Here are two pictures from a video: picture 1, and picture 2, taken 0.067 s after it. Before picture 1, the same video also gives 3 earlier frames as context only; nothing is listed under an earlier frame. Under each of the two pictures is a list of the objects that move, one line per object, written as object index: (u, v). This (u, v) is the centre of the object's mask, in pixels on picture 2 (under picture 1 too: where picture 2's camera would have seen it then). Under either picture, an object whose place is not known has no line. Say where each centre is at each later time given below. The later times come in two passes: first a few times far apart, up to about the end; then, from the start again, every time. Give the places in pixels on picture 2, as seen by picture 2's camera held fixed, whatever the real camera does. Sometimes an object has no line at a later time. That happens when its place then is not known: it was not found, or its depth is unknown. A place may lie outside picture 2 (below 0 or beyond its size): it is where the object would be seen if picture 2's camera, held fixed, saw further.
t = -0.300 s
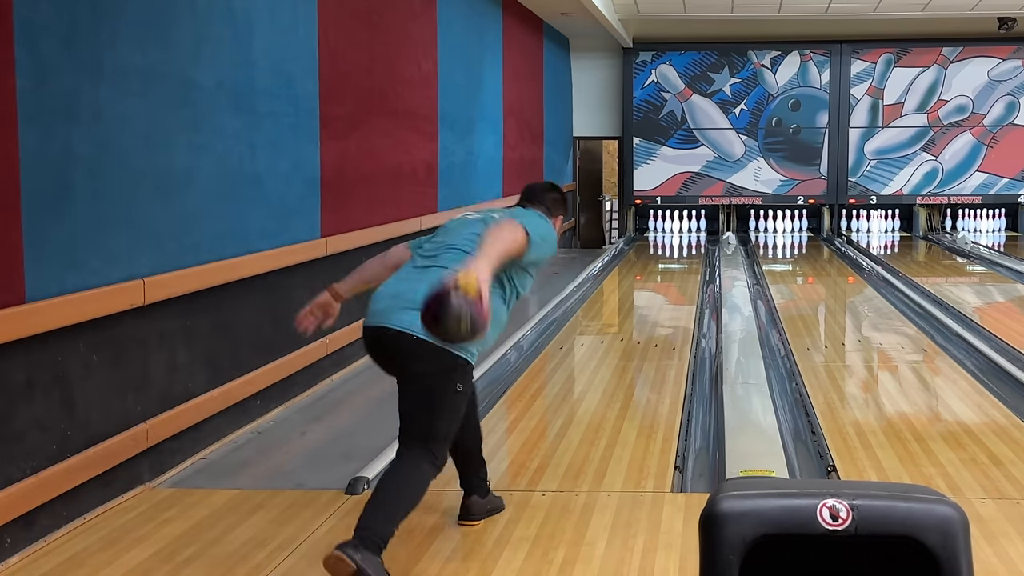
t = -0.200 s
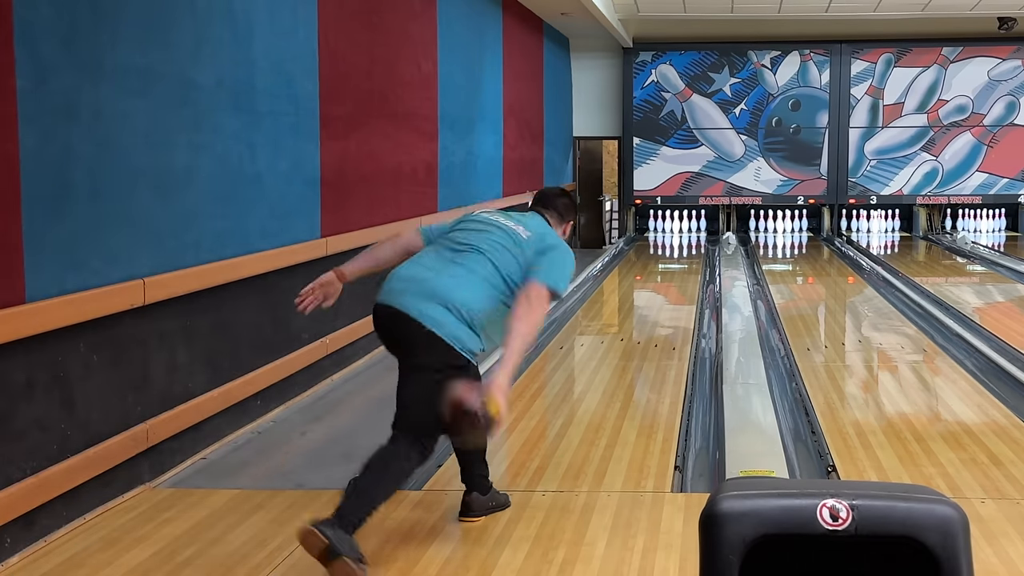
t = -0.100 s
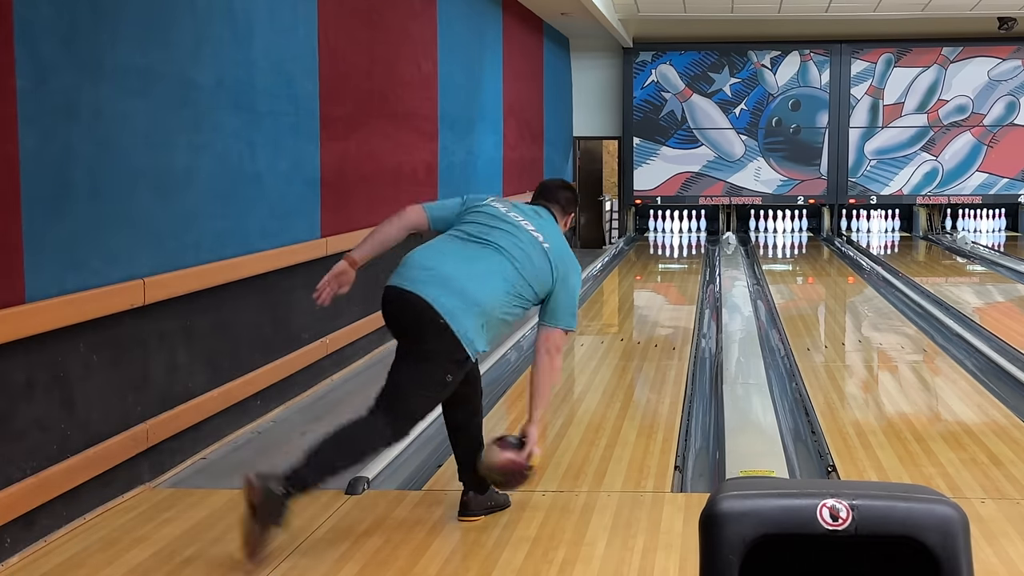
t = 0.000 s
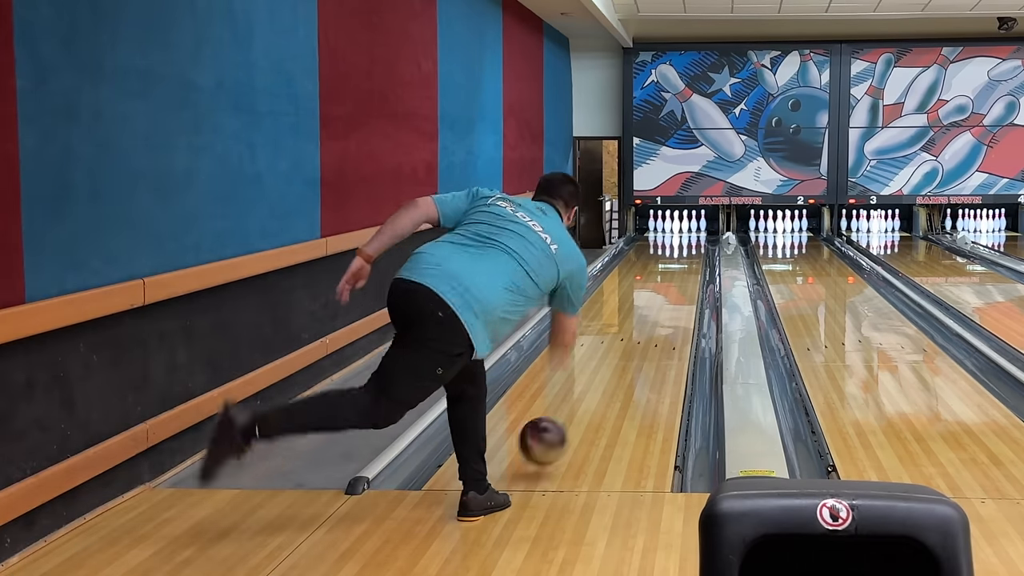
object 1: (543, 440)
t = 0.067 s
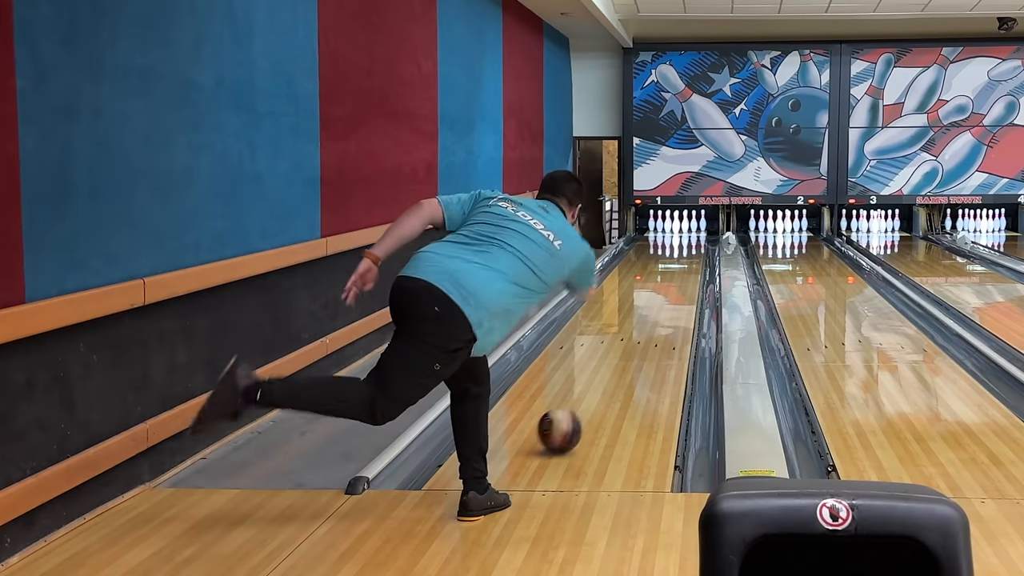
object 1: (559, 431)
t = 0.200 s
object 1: (585, 395)
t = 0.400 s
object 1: (615, 356)
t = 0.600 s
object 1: (635, 328)
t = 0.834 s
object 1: (652, 303)
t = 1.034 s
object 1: (663, 287)
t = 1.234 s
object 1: (671, 274)
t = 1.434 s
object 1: (677, 264)
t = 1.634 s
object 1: (683, 255)
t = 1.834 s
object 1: (686, 248)
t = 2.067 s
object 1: (687, 240)
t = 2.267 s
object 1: (685, 236)
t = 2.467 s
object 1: (682, 231)
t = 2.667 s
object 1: (677, 227)
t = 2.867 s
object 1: (670, 225)
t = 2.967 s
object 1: (670, 225)
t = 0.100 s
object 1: (567, 421)
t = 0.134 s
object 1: (573, 412)
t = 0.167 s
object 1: (580, 403)
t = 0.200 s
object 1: (585, 395)
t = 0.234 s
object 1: (592, 388)
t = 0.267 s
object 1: (597, 380)
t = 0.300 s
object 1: (602, 373)
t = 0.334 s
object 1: (606, 367)
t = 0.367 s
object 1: (610, 361)
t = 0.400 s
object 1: (615, 356)
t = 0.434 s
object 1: (618, 350)
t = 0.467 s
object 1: (622, 345)
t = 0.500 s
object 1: (628, 343)
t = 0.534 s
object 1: (629, 336)
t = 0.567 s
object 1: (631, 332)
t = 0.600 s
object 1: (635, 328)
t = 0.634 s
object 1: (638, 324)
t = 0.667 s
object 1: (640, 320)
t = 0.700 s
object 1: (643, 316)
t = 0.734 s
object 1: (645, 312)
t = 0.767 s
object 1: (648, 309)
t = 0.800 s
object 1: (650, 306)
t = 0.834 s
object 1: (652, 303)
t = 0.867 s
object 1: (654, 300)
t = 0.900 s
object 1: (656, 297)
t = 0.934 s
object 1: (658, 294)
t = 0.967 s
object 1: (660, 292)
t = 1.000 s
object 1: (661, 289)
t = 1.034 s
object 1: (663, 287)
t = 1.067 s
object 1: (664, 285)
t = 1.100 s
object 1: (666, 282)
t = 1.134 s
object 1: (667, 280)
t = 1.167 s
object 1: (669, 278)
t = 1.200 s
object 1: (670, 276)
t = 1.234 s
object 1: (671, 274)
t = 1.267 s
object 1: (672, 272)
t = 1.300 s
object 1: (673, 270)
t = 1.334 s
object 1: (675, 268)
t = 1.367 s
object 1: (676, 267)
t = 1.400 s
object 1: (676, 265)
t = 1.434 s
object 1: (677, 264)
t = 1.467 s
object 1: (678, 262)
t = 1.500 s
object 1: (679, 261)
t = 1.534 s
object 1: (680, 259)
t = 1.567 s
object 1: (681, 257)
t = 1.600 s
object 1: (682, 256)
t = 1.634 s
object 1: (683, 255)
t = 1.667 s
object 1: (683, 253)
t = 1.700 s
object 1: (684, 252)
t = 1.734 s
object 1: (684, 251)
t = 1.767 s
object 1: (685, 250)
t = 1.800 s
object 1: (686, 249)
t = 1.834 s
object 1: (686, 248)
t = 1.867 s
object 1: (686, 247)
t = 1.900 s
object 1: (686, 246)
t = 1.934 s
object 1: (686, 245)
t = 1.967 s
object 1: (687, 243)
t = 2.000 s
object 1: (687, 242)
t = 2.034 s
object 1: (687, 241)
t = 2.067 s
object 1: (687, 240)
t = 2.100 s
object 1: (687, 239)
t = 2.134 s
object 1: (687, 238)
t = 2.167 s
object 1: (687, 238)
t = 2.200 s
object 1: (686, 236)
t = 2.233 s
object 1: (686, 236)
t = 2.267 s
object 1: (685, 236)
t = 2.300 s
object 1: (685, 234)
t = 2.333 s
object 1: (685, 233)
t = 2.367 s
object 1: (685, 233)
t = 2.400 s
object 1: (684, 232)
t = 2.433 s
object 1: (683, 231)
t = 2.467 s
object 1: (682, 231)
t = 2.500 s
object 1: (681, 230)
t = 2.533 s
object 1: (680, 229)
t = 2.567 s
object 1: (678, 229)
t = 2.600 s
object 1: (677, 229)
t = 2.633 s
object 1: (677, 227)
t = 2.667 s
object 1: (677, 227)
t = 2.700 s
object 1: (679, 227)
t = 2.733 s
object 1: (675, 227)
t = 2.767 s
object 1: (675, 226)
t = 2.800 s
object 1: (673, 226)
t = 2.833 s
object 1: (672, 226)
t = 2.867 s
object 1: (670, 225)
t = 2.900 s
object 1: (670, 225)
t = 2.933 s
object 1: (670, 225)
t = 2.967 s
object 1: (670, 225)
